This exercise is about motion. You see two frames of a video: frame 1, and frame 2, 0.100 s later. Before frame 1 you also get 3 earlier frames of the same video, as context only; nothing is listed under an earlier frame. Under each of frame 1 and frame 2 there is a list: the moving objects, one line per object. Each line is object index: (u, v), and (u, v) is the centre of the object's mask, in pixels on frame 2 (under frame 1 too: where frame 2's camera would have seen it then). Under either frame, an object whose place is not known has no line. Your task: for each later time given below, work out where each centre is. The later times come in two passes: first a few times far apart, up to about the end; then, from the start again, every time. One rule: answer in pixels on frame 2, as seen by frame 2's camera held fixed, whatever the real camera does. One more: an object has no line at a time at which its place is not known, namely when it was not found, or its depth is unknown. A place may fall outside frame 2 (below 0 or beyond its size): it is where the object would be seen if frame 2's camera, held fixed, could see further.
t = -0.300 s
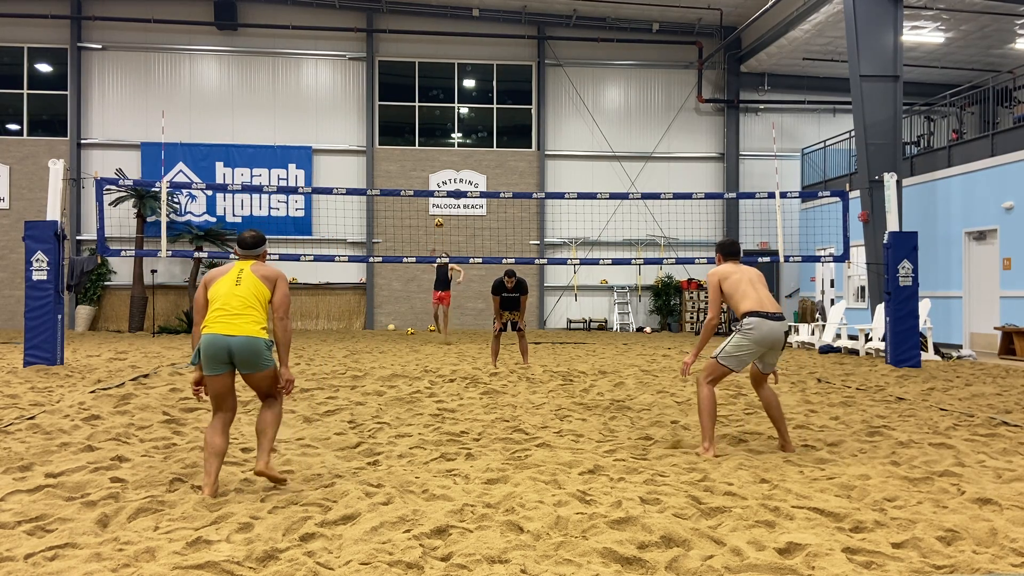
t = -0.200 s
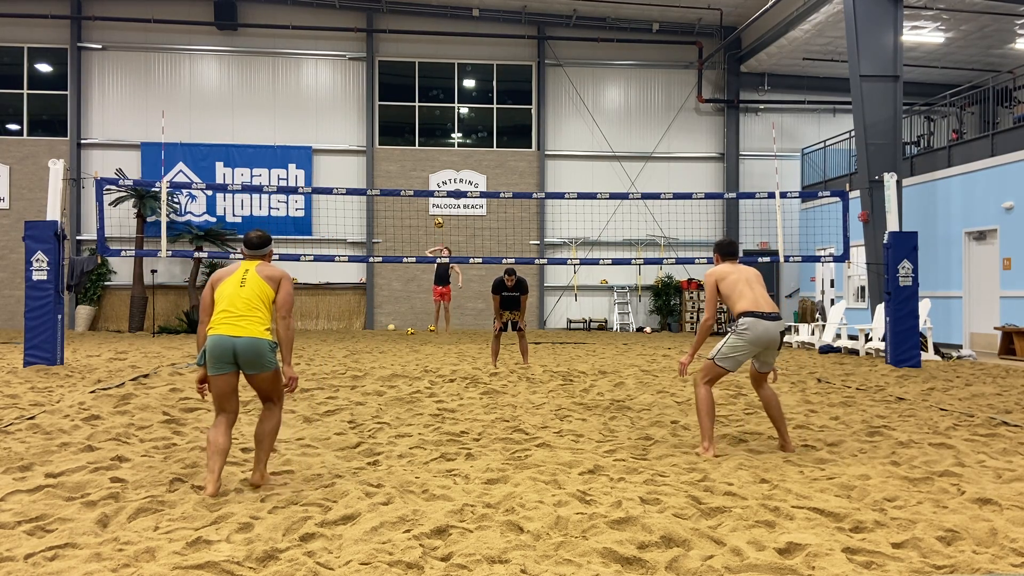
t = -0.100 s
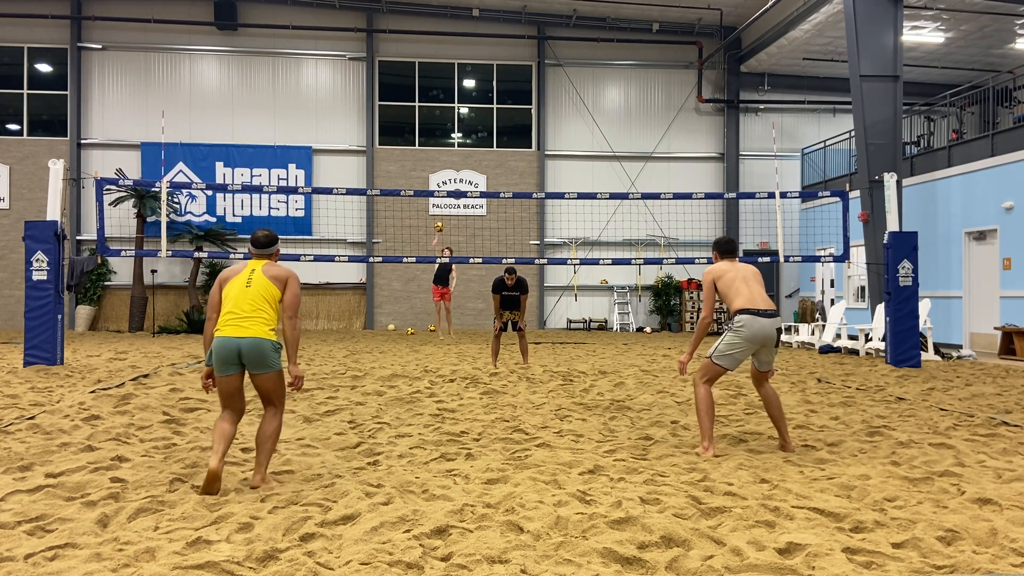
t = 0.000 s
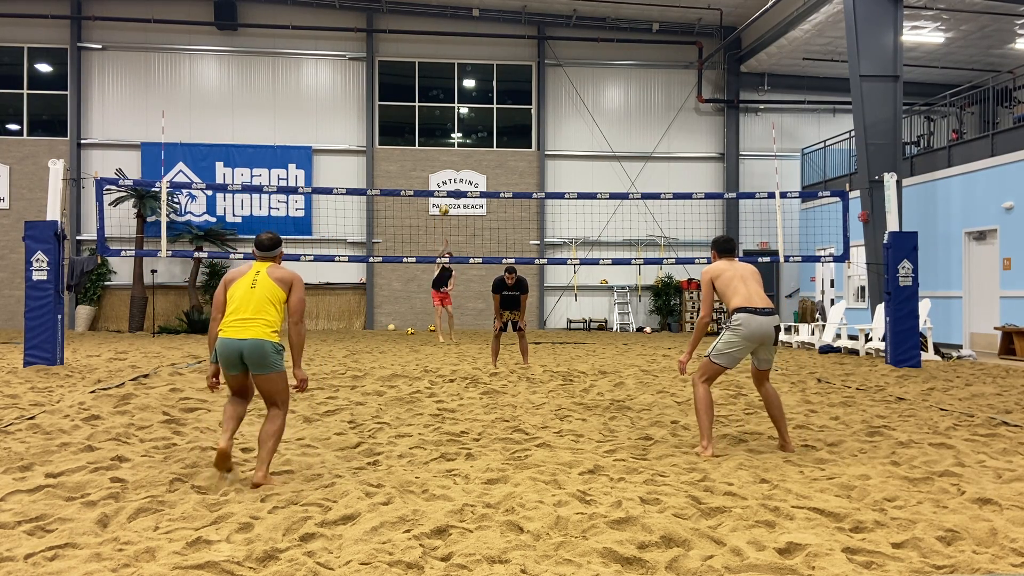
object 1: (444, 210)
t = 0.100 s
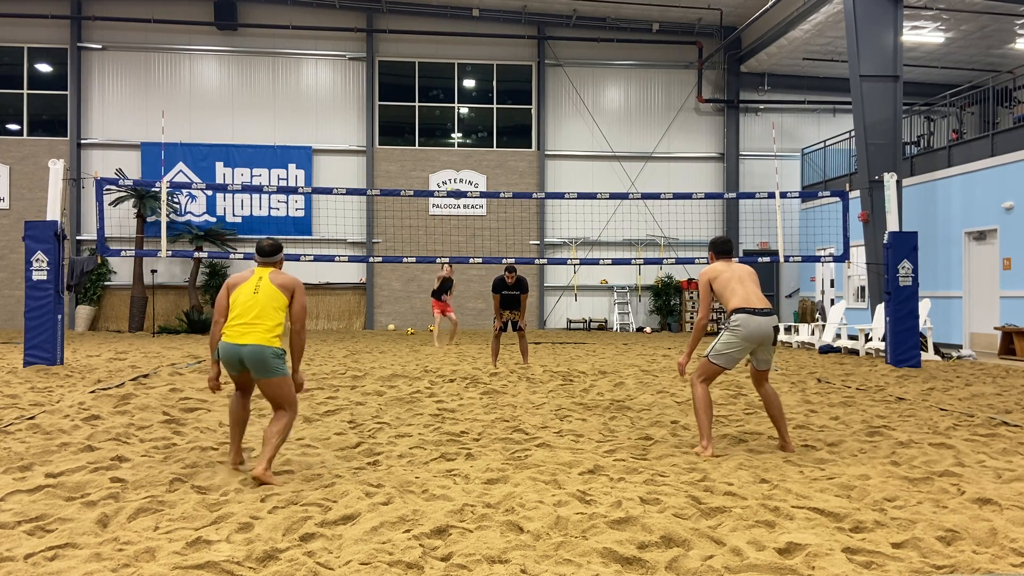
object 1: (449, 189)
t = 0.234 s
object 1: (459, 172)
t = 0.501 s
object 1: (476, 151)
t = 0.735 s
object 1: (491, 166)
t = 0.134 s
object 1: (452, 185)
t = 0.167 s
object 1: (454, 181)
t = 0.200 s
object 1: (456, 176)
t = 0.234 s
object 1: (459, 172)
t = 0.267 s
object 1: (461, 168)
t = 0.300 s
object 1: (463, 164)
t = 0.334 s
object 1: (465, 161)
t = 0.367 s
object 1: (467, 158)
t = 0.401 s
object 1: (469, 156)
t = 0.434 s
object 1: (471, 153)
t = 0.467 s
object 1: (474, 152)
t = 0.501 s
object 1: (476, 151)
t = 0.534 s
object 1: (478, 151)
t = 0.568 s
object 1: (480, 152)
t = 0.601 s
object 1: (482, 153)
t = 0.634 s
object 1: (484, 155)
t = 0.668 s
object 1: (486, 158)
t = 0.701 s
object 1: (489, 162)
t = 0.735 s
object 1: (491, 166)
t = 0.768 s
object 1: (493, 173)
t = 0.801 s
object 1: (496, 180)
